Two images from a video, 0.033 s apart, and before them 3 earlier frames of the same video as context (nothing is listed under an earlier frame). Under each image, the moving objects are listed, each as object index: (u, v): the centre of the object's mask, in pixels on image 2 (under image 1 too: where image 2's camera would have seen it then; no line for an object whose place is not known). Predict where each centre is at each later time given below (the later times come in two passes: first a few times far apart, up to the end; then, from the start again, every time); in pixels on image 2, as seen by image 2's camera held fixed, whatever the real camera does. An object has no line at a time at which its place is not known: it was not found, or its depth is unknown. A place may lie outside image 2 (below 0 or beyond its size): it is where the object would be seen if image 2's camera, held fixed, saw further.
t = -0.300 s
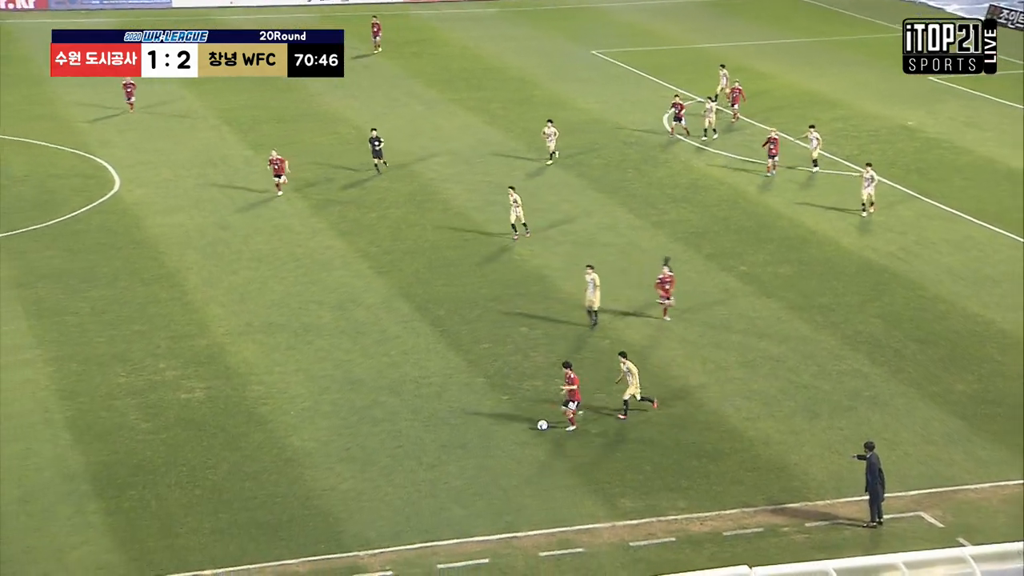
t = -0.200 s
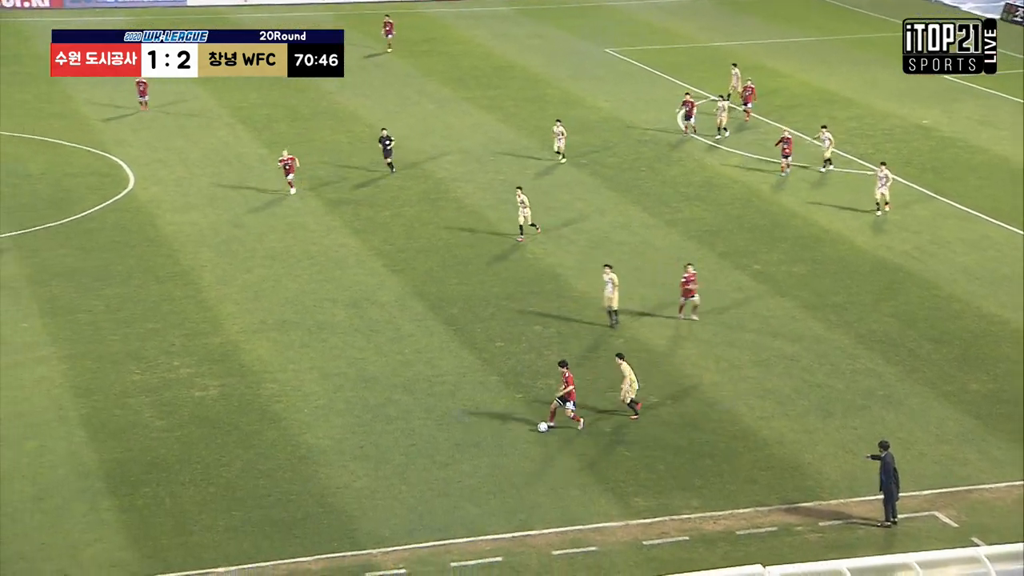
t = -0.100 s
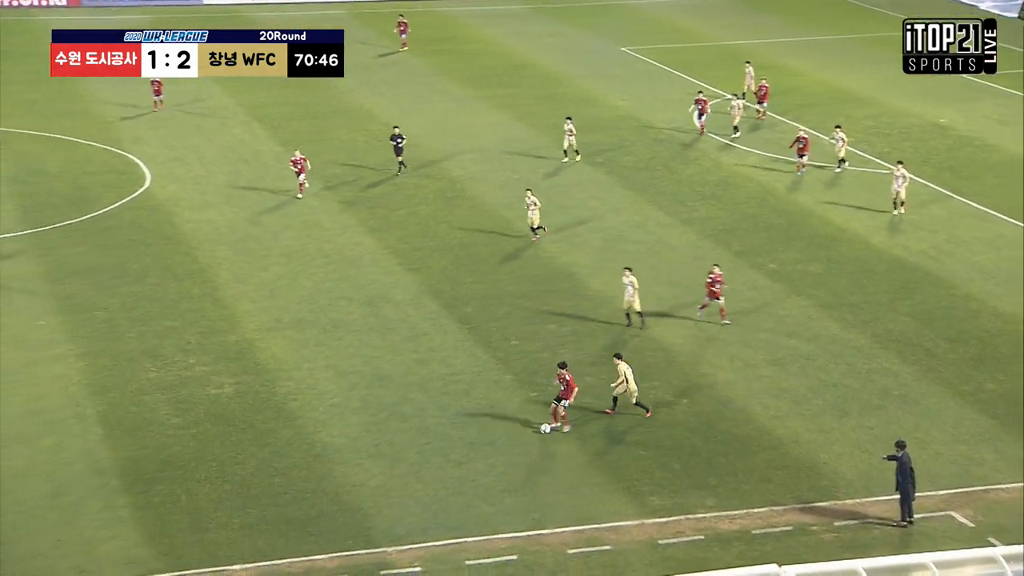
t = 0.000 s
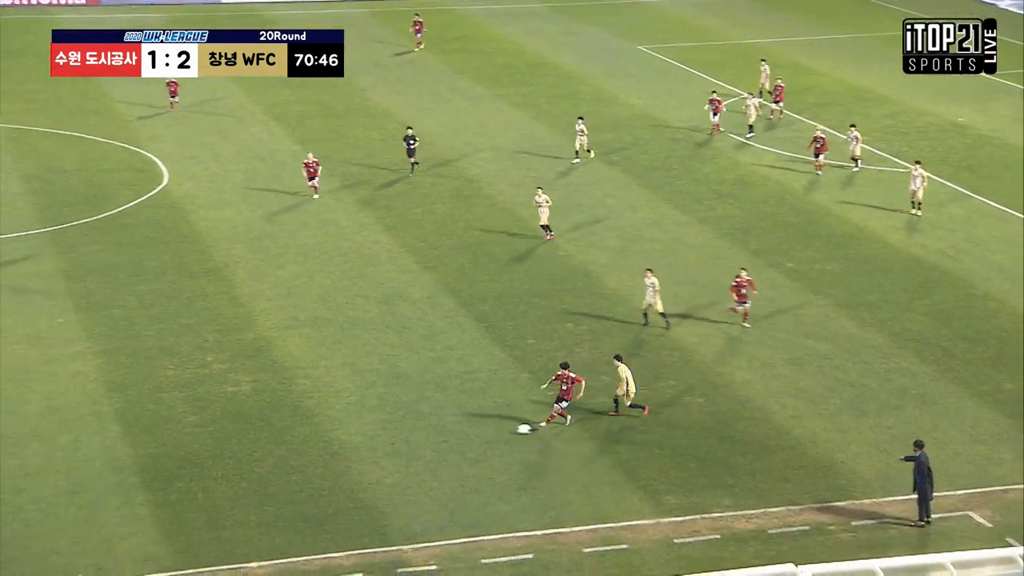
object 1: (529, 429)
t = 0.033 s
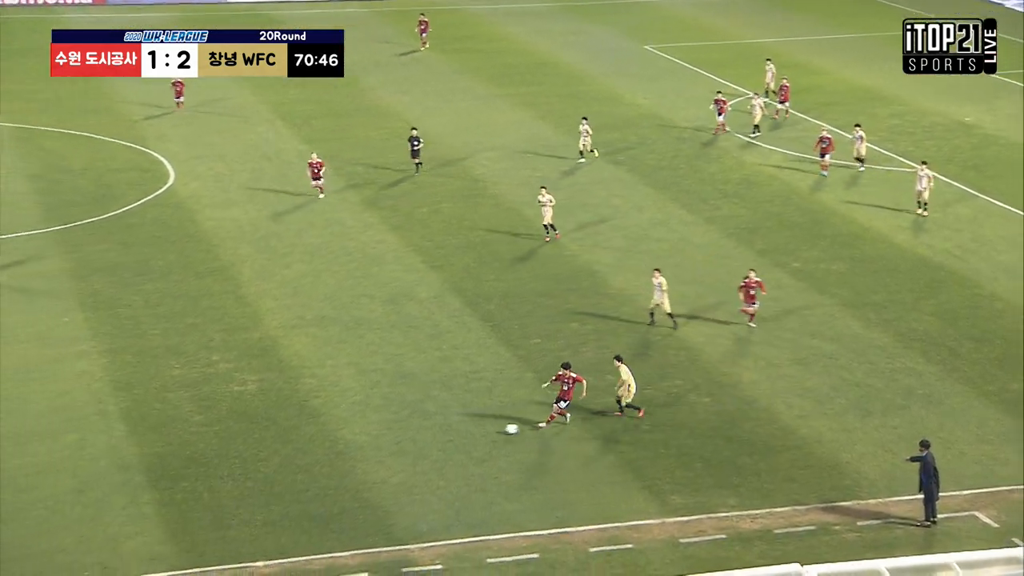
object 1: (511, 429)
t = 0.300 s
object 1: (375, 436)
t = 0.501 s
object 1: (284, 443)
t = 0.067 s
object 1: (493, 430)
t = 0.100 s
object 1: (476, 431)
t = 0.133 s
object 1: (458, 432)
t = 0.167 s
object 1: (441, 434)
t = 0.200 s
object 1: (424, 434)
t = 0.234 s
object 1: (408, 434)
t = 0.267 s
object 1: (392, 435)
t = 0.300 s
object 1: (375, 436)
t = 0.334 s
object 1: (359, 439)
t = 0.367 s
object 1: (344, 440)
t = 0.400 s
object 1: (329, 439)
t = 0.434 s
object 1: (314, 441)
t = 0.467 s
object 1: (299, 442)
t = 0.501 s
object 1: (284, 443)
